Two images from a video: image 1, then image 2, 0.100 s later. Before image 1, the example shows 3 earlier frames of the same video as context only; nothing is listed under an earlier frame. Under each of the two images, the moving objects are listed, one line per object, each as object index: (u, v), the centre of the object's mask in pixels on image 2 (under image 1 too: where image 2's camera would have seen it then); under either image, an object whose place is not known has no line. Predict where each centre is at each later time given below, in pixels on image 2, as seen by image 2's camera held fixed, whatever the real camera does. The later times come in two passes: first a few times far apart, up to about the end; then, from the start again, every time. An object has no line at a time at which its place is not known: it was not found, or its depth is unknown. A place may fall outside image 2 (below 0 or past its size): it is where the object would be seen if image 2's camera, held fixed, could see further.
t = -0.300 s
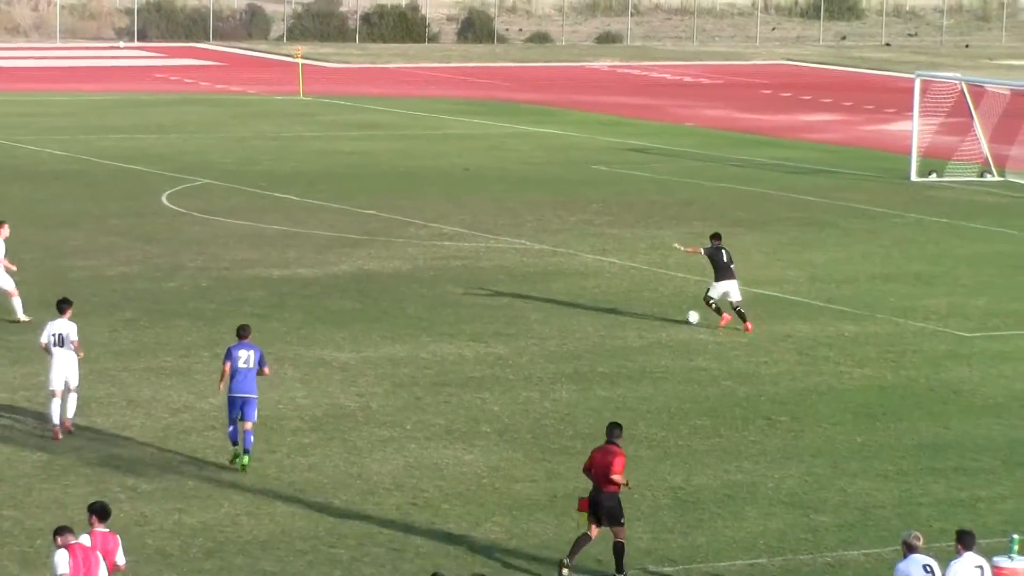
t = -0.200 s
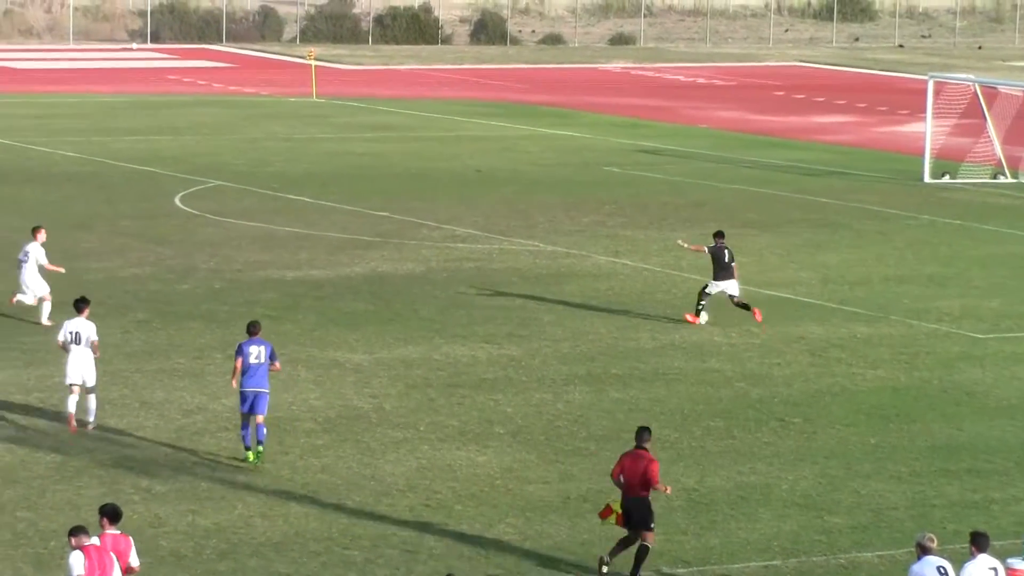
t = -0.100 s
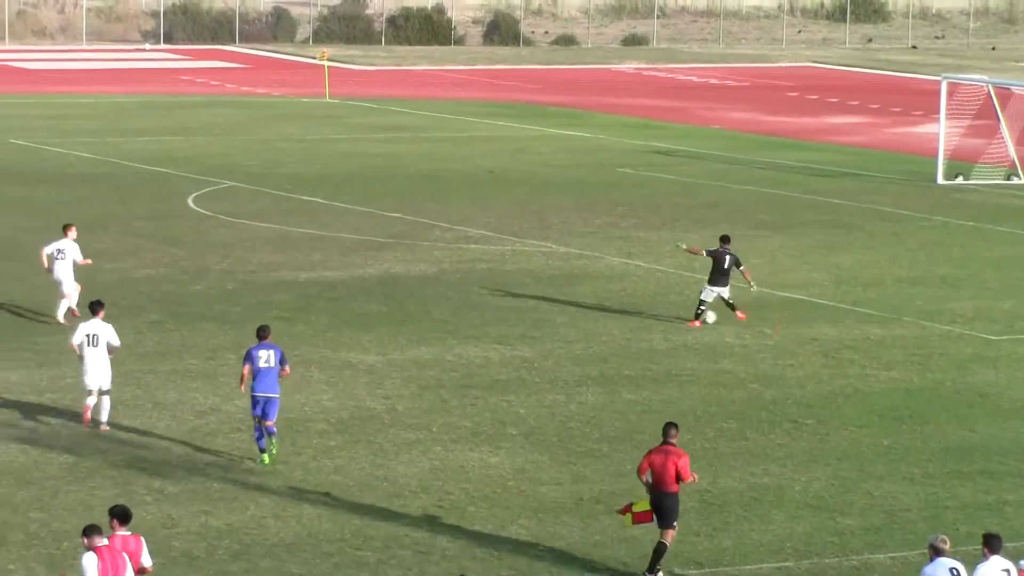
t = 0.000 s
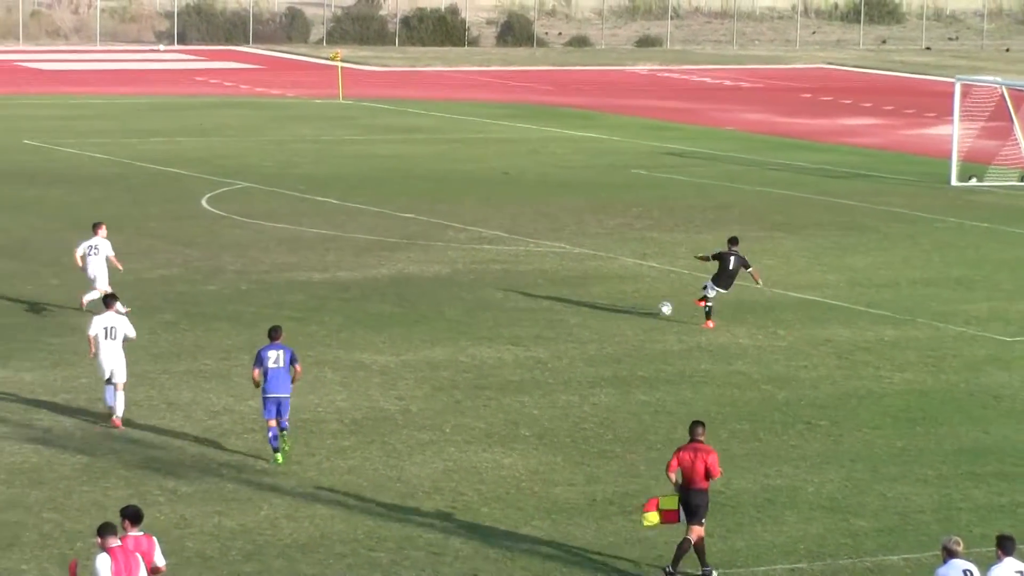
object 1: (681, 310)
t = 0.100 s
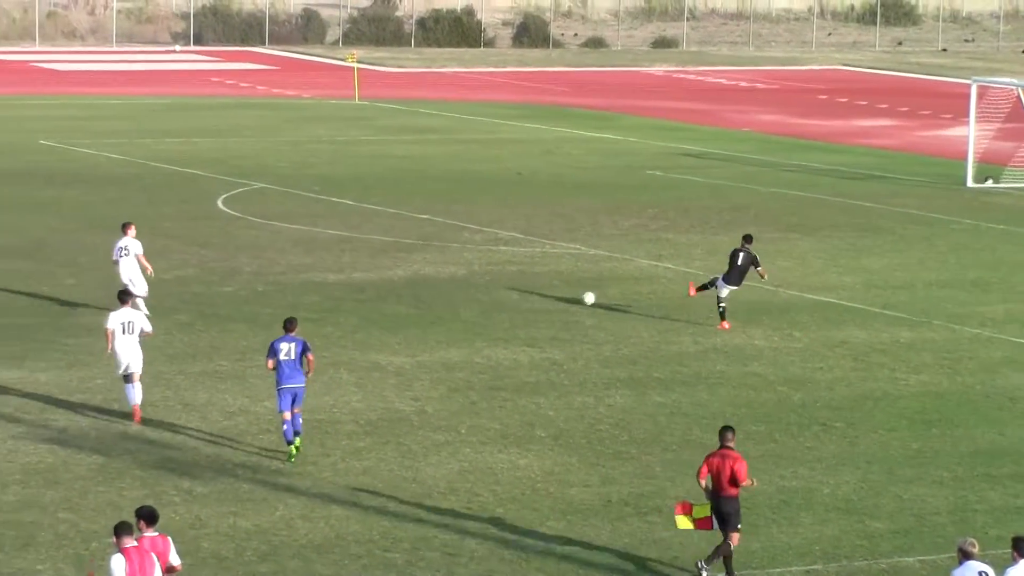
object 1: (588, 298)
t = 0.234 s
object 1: (480, 283)
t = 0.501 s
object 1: (305, 257)
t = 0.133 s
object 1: (559, 296)
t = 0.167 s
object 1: (532, 291)
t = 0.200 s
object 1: (506, 287)
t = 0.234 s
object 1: (480, 283)
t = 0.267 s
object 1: (454, 280)
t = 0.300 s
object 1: (428, 278)
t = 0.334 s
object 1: (405, 276)
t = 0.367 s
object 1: (383, 271)
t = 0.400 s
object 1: (363, 266)
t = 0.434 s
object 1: (343, 263)
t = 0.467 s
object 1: (323, 260)
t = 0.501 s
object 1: (305, 257)
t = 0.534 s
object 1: (286, 256)
